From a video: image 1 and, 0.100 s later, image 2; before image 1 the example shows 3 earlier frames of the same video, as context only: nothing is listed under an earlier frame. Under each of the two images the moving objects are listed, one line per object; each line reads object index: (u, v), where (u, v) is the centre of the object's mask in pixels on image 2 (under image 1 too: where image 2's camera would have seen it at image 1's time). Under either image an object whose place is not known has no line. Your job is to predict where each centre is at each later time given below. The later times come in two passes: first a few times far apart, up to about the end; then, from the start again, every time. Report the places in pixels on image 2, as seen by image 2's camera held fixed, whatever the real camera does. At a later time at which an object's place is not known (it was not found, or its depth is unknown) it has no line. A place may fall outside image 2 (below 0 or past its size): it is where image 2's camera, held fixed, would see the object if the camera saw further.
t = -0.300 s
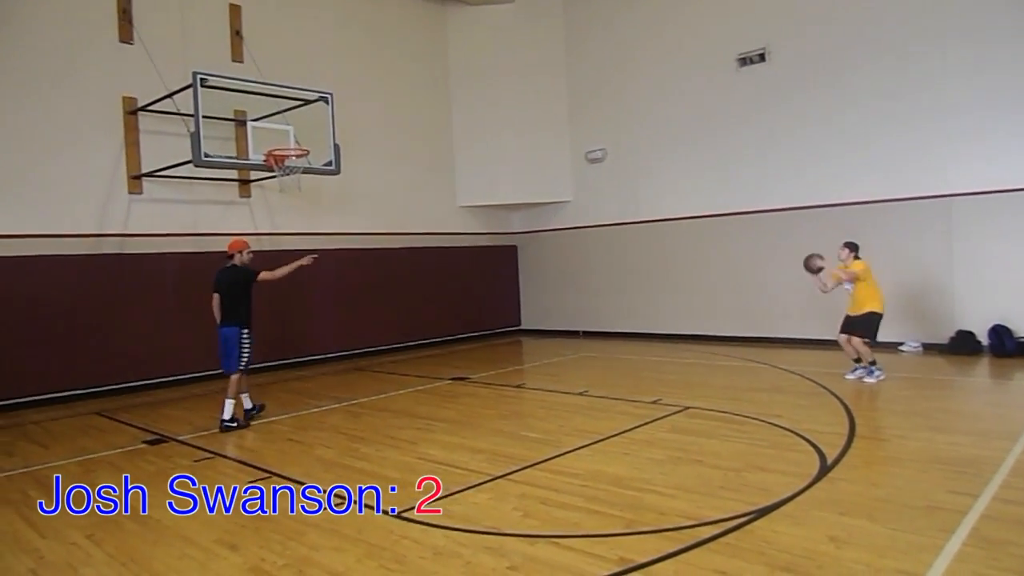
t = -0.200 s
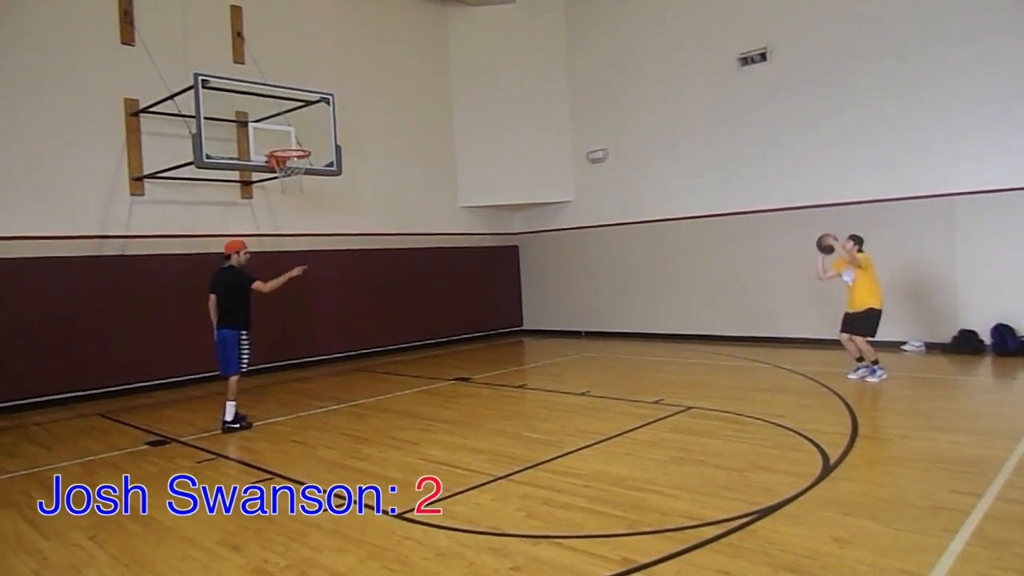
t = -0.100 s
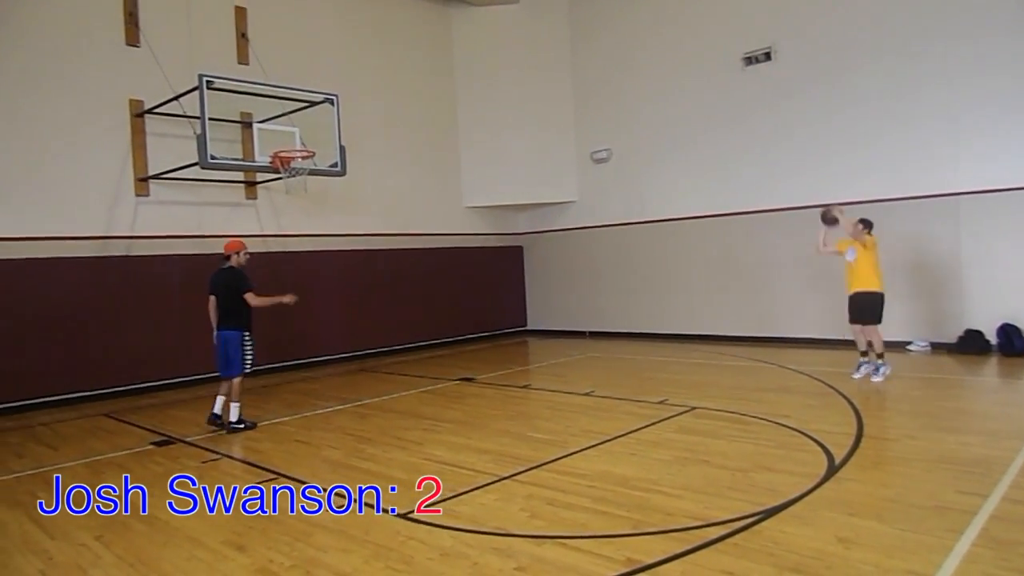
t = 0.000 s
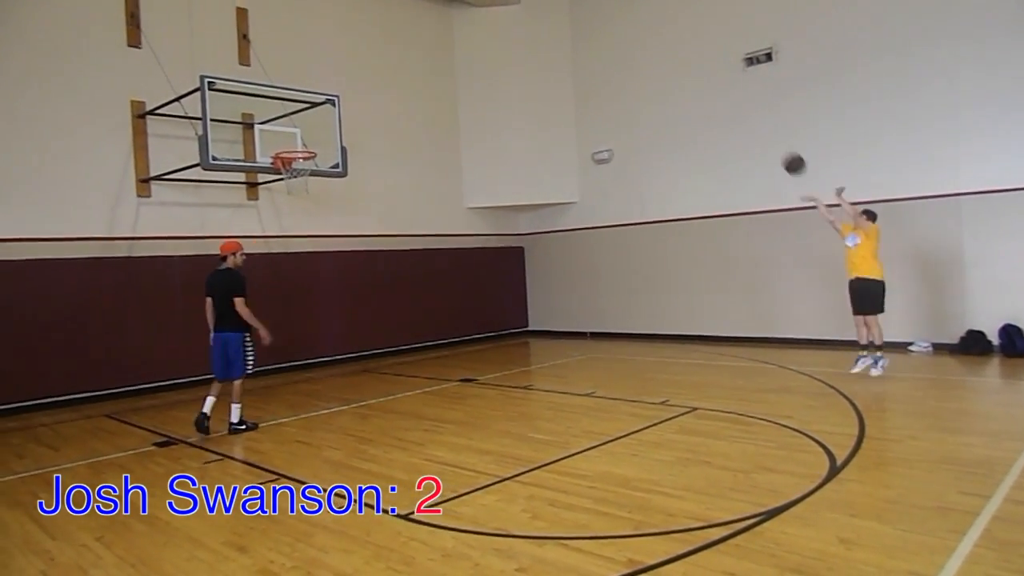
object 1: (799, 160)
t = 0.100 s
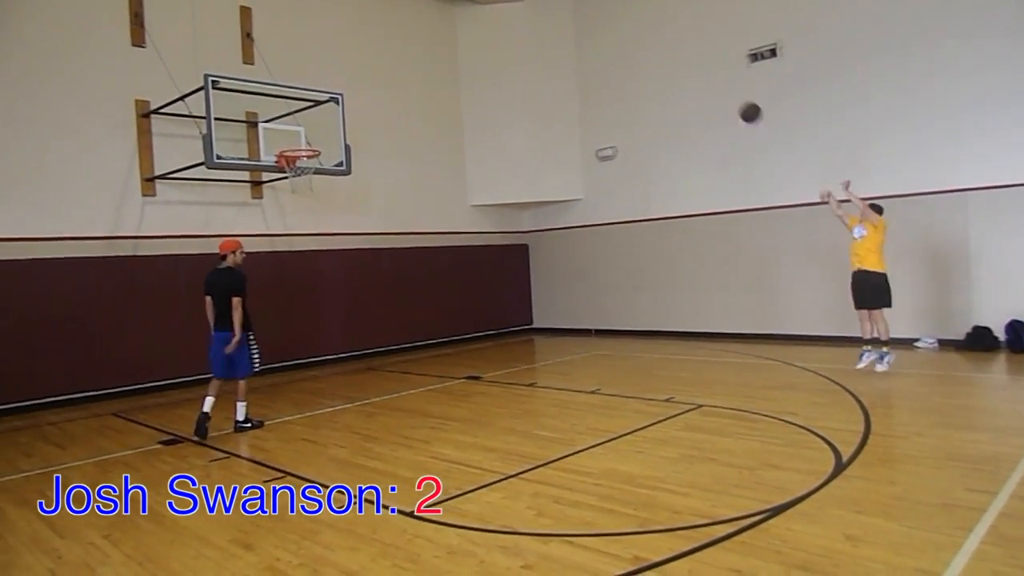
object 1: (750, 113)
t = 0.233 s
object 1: (687, 63)
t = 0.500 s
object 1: (565, 15)
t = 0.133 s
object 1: (734, 99)
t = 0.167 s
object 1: (718, 86)
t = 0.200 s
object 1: (702, 74)
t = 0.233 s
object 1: (687, 63)
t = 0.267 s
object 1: (671, 53)
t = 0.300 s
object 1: (655, 44)
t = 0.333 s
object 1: (640, 37)
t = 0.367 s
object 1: (625, 30)
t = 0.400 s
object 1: (610, 24)
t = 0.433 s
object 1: (595, 19)
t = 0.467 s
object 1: (580, 16)
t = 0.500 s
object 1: (565, 15)
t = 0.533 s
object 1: (551, 14)
